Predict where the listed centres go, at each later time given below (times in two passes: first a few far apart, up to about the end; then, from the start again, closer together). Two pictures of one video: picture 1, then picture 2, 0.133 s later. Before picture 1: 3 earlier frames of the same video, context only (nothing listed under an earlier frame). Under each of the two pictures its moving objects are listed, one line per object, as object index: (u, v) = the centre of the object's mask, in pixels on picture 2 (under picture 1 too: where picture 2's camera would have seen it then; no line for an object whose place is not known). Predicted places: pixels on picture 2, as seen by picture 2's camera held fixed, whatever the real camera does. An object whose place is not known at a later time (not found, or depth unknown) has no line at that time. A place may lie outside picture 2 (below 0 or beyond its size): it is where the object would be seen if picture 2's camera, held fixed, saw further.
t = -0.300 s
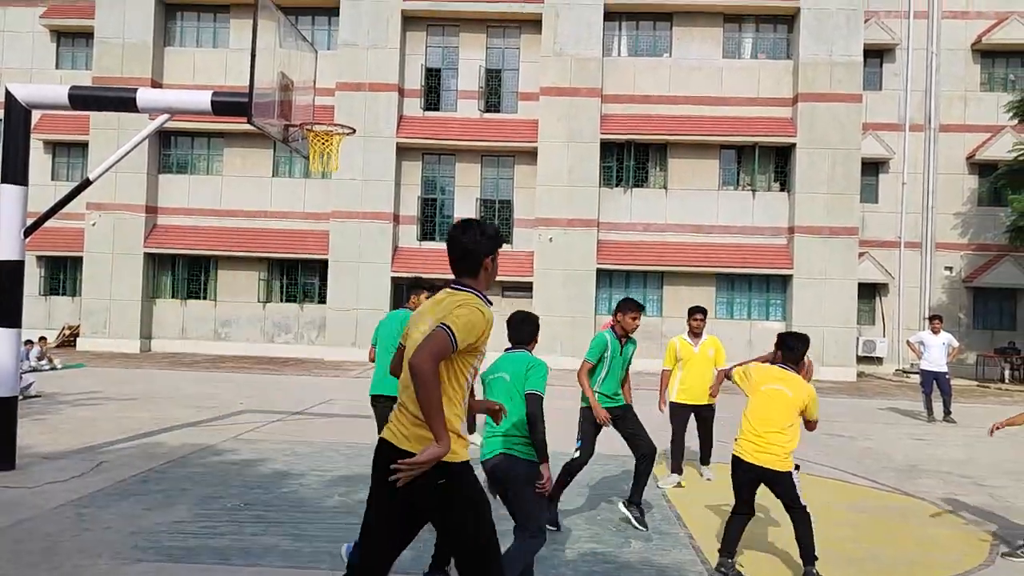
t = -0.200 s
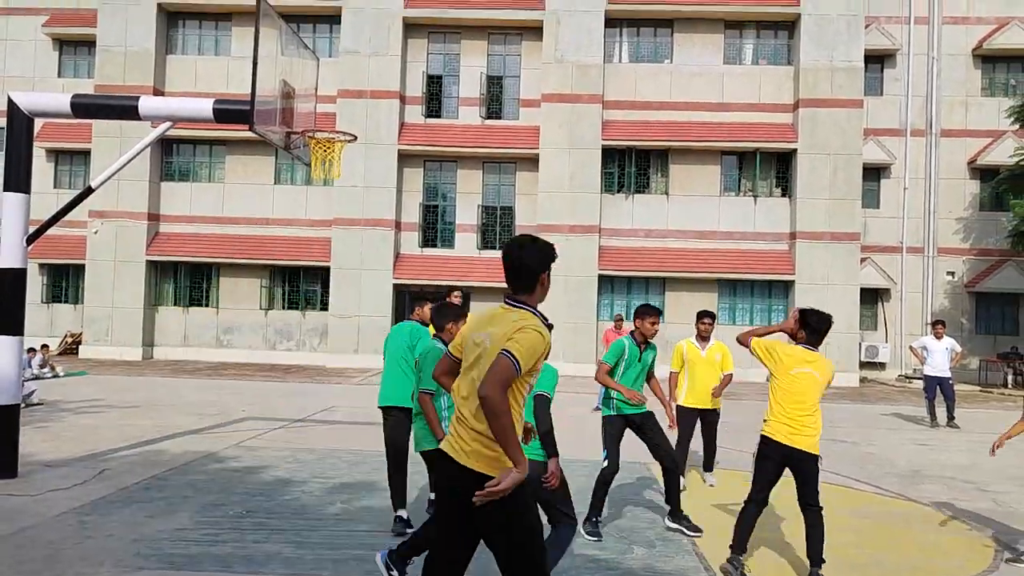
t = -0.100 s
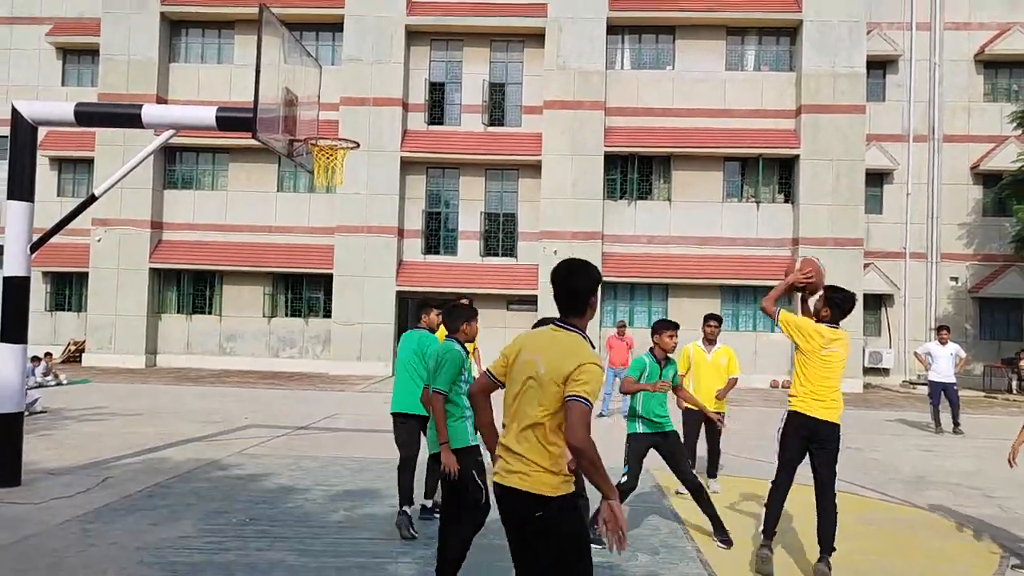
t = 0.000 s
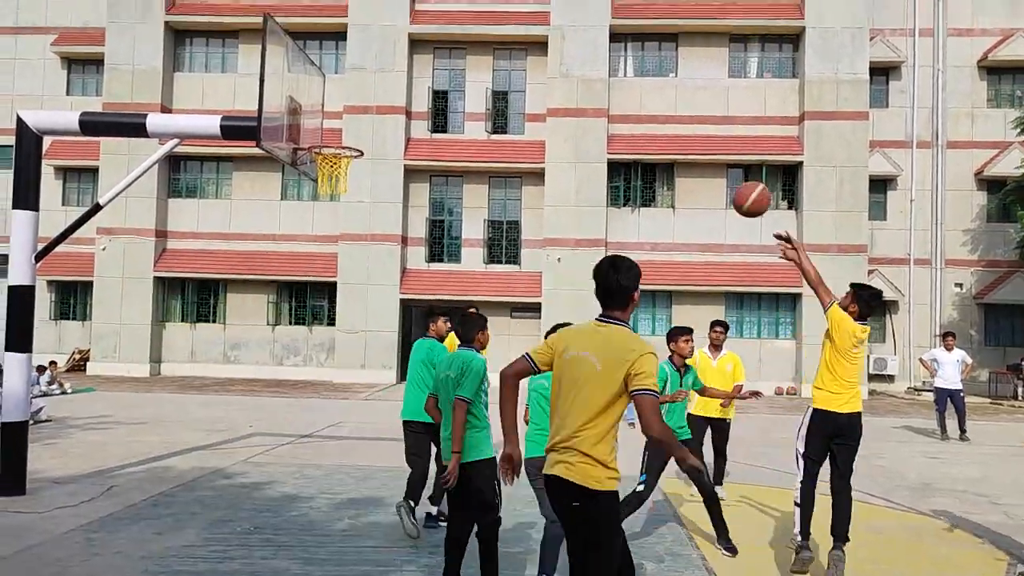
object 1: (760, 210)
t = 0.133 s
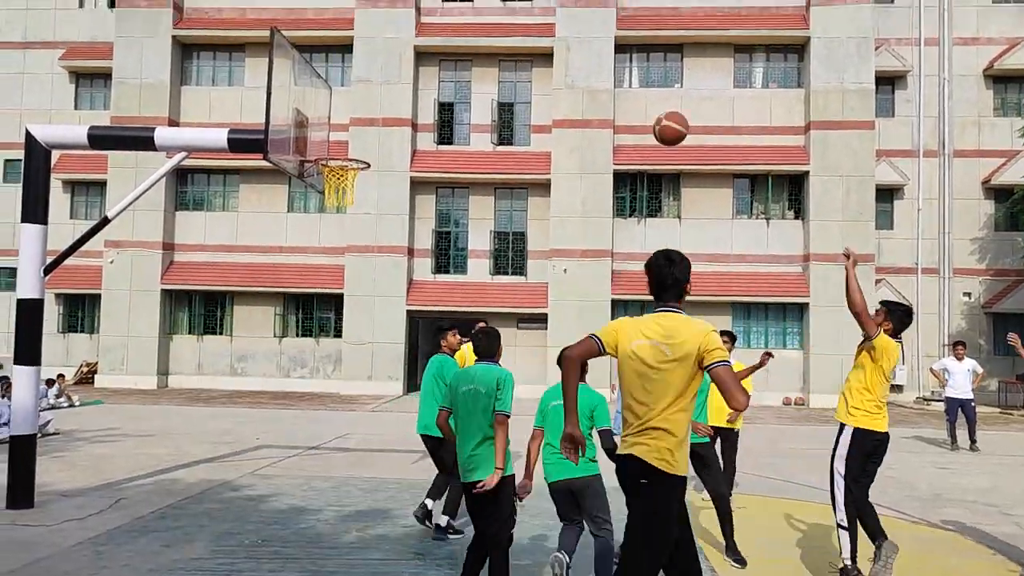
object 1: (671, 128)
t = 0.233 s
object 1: (610, 88)
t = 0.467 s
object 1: (483, 51)
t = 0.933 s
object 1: (348, 151)
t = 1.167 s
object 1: (400, 152)
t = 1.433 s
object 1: (447, 206)
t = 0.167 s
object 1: (650, 113)
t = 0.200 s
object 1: (629, 100)
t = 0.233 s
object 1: (610, 88)
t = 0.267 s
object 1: (591, 77)
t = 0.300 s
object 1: (572, 69)
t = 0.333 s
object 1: (553, 62)
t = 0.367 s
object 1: (535, 57)
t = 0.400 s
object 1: (517, 54)
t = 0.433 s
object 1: (498, 51)
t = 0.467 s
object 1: (483, 51)
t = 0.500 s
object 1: (466, 52)
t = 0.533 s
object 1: (449, 54)
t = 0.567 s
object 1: (433, 58)
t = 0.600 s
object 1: (417, 62)
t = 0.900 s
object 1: (333, 146)
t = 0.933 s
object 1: (348, 151)
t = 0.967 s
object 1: (358, 154)
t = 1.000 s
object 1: (365, 151)
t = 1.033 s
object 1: (372, 148)
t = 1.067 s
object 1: (378, 147)
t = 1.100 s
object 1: (386, 147)
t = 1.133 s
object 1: (392, 147)
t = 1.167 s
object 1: (400, 152)
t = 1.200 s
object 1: (406, 155)
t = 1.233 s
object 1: (412, 158)
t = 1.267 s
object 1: (419, 164)
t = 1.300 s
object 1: (425, 171)
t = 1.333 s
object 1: (431, 177)
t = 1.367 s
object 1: (436, 187)
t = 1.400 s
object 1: (440, 194)
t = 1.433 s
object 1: (447, 206)
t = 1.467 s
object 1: (451, 217)
